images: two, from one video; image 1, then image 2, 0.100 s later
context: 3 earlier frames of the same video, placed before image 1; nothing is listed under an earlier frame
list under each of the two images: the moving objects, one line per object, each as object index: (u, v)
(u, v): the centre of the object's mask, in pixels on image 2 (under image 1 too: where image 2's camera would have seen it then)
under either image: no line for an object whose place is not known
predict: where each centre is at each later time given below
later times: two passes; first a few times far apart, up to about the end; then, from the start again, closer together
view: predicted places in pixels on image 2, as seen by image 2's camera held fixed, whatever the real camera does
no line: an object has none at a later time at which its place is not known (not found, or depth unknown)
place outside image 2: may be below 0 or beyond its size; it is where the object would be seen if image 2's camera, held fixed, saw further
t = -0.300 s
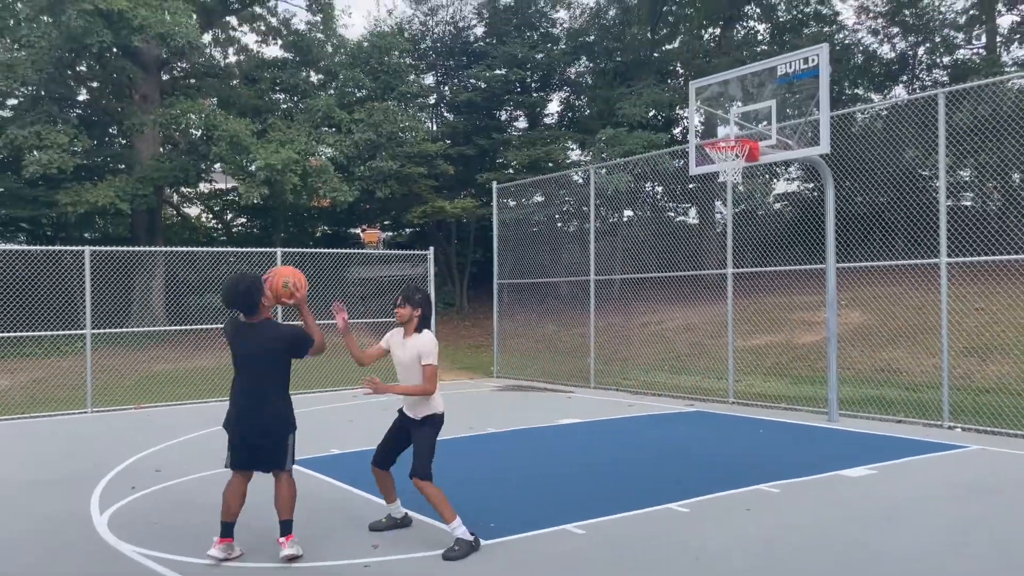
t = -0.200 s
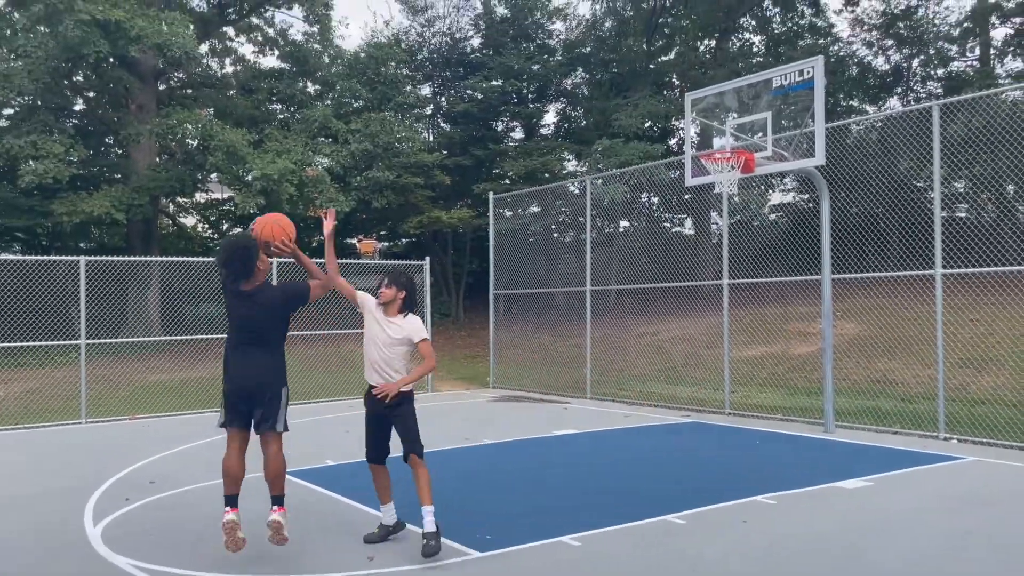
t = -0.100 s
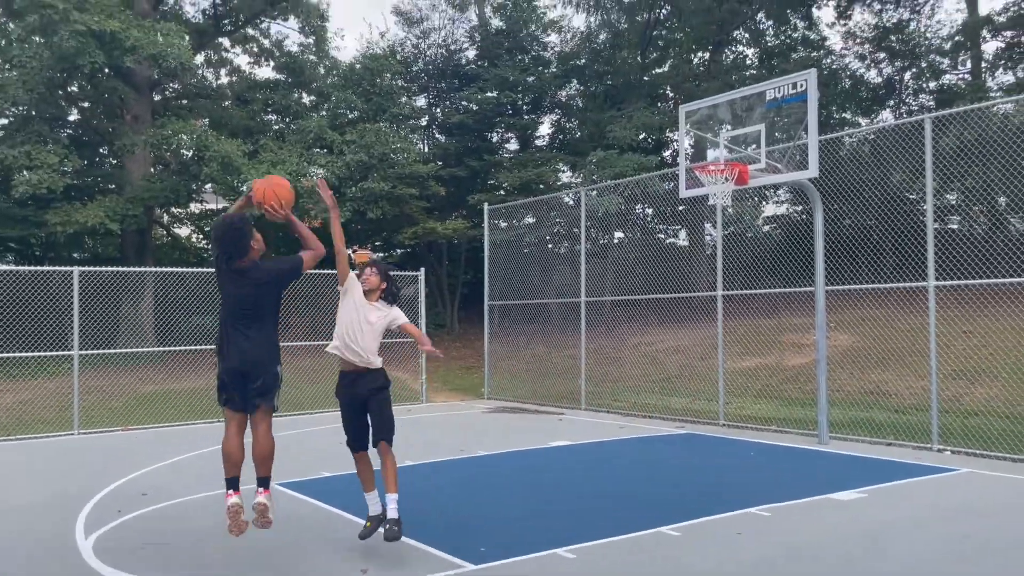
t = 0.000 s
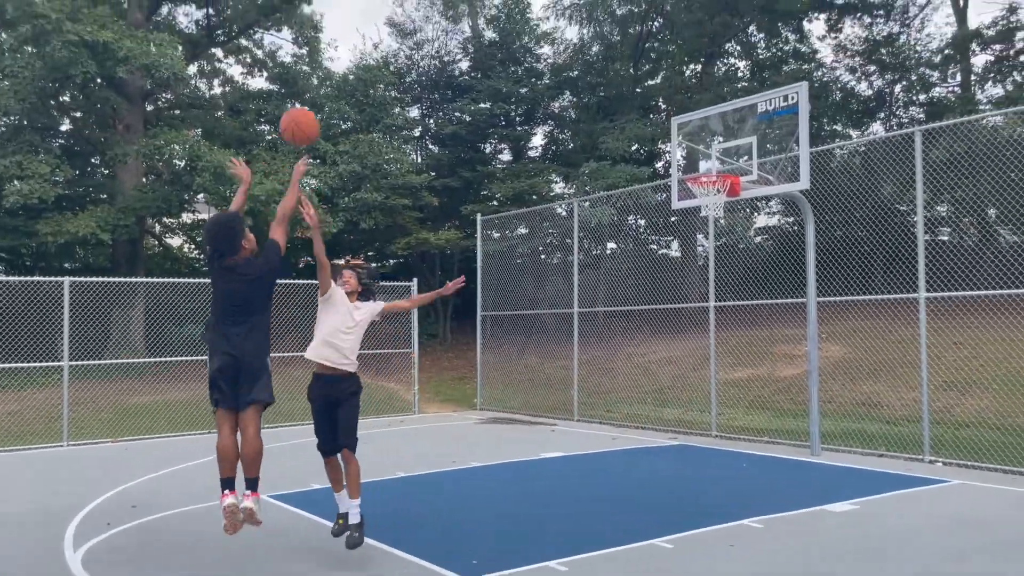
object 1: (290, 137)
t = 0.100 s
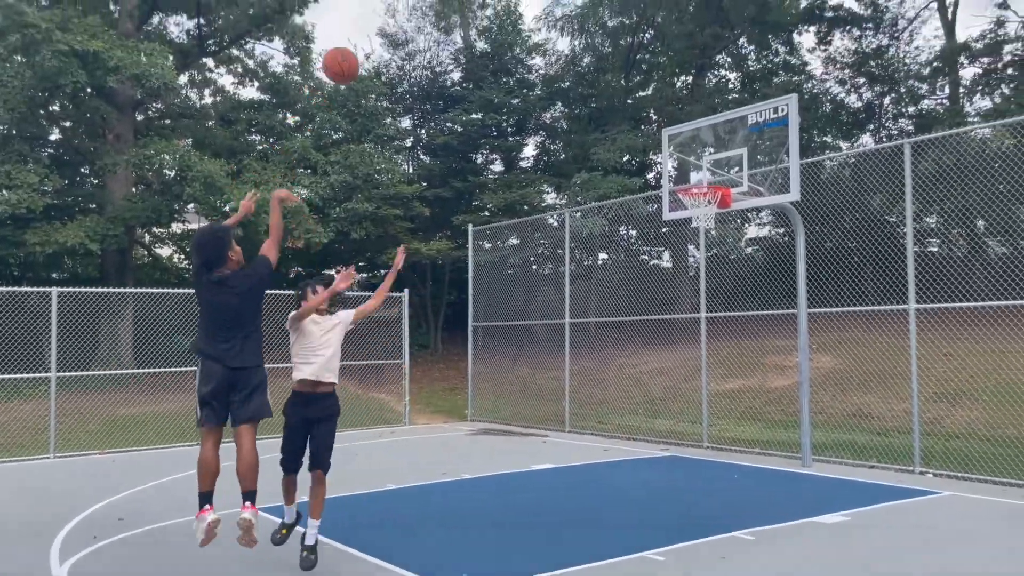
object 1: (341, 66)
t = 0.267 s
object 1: (409, -4)
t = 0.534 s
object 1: (494, -26)
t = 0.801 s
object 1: (559, 30)
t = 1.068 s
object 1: (612, 138)
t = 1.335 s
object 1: (657, 286)
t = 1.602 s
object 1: (697, 444)
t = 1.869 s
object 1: (705, 375)
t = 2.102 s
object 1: (719, 292)
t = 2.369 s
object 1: (728, 253)
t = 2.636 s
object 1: (719, 261)
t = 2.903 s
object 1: (714, 323)
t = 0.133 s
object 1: (356, 47)
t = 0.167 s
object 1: (370, 30)
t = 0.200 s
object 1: (384, 16)
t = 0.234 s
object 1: (397, 4)
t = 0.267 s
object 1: (409, -4)
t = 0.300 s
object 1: (422, -10)
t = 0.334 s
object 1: (433, -15)
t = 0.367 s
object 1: (444, -19)
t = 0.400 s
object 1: (455, -22)
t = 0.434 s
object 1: (465, -24)
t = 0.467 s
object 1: (475, -26)
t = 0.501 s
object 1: (485, -27)
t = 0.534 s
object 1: (494, -26)
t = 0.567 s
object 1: (503, -23)
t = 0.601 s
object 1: (512, -19)
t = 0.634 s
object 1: (520, -13)
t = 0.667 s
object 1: (529, -6)
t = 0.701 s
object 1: (536, 2)
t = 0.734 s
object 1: (544, 10)
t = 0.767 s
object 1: (551, 20)
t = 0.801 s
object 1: (559, 30)
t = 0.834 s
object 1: (566, 41)
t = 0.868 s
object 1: (573, 52)
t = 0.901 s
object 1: (580, 65)
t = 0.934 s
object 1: (587, 79)
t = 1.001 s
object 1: (600, 107)
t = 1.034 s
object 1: (606, 123)
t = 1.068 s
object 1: (612, 138)
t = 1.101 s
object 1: (618, 156)
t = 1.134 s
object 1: (624, 172)
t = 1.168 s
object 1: (630, 190)
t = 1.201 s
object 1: (635, 208)
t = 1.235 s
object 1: (641, 227)
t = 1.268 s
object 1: (646, 246)
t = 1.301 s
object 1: (652, 266)
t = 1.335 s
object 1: (657, 286)
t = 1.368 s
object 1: (663, 308)
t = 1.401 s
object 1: (668, 328)
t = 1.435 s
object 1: (673, 351)
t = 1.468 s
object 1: (679, 374)
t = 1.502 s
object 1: (683, 396)
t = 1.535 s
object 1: (689, 420)
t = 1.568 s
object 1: (694, 443)
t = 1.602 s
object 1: (697, 444)
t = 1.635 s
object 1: (699, 426)
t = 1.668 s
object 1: (701, 408)
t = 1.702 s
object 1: (694, 444)
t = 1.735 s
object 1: (697, 444)
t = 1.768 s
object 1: (699, 426)
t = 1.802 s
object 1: (701, 407)
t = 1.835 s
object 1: (703, 391)
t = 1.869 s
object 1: (705, 375)
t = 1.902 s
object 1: (707, 360)
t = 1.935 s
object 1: (709, 346)
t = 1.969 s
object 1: (712, 333)
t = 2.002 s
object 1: (712, 322)
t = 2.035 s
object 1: (715, 311)
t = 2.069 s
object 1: (716, 301)
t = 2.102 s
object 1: (719, 292)
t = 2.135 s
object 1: (721, 285)
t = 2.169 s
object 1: (722, 278)
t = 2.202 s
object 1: (725, 271)
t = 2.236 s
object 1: (727, 266)
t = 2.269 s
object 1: (729, 262)
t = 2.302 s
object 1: (730, 258)
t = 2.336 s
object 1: (728, 255)
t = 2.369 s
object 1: (728, 253)
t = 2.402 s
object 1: (727, 252)
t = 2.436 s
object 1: (727, 251)
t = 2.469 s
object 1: (726, 251)
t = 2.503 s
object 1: (724, 251)
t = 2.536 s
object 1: (723, 252)
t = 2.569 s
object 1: (722, 254)
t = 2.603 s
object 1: (720, 257)
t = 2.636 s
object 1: (719, 261)
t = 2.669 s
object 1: (718, 265)
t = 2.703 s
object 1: (717, 272)
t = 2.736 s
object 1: (717, 278)
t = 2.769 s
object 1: (715, 285)
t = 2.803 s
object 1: (715, 293)
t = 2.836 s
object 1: (715, 302)
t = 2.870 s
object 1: (714, 312)
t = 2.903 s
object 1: (714, 323)
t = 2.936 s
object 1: (713, 335)
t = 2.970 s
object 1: (712, 347)
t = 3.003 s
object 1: (711, 360)
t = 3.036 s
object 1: (711, 374)
